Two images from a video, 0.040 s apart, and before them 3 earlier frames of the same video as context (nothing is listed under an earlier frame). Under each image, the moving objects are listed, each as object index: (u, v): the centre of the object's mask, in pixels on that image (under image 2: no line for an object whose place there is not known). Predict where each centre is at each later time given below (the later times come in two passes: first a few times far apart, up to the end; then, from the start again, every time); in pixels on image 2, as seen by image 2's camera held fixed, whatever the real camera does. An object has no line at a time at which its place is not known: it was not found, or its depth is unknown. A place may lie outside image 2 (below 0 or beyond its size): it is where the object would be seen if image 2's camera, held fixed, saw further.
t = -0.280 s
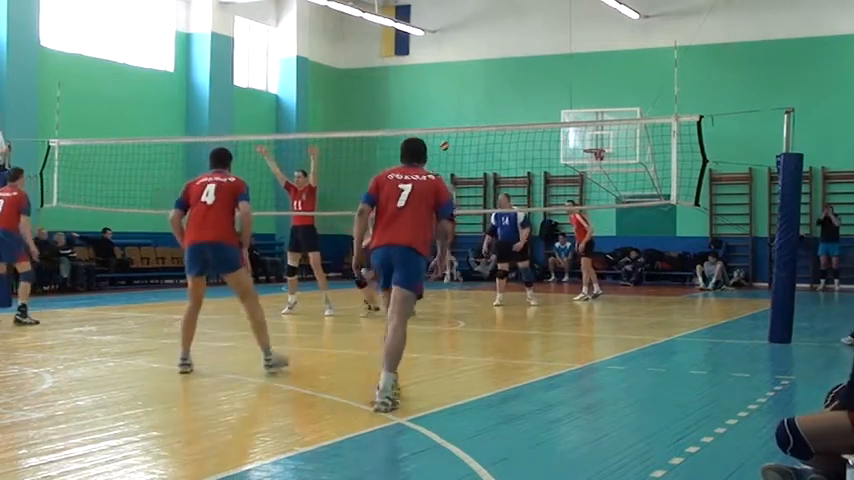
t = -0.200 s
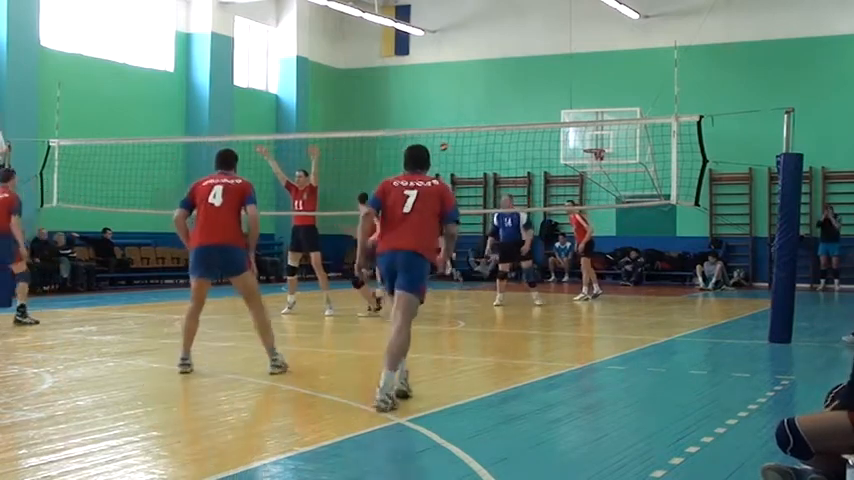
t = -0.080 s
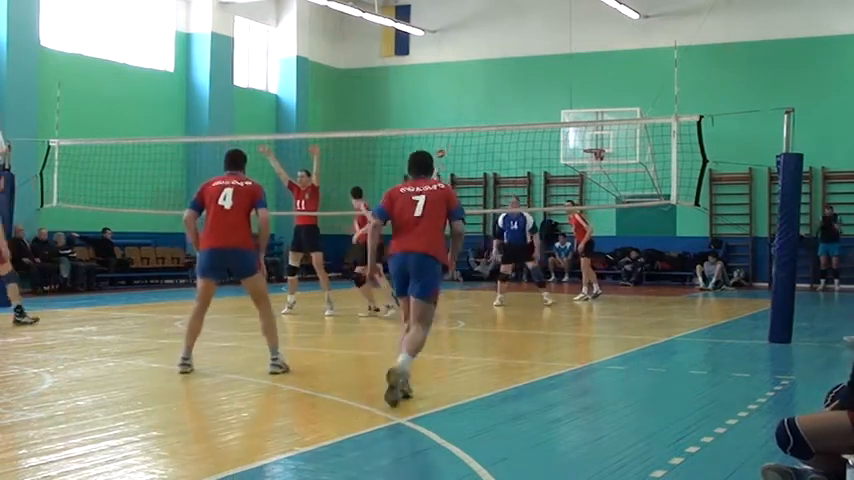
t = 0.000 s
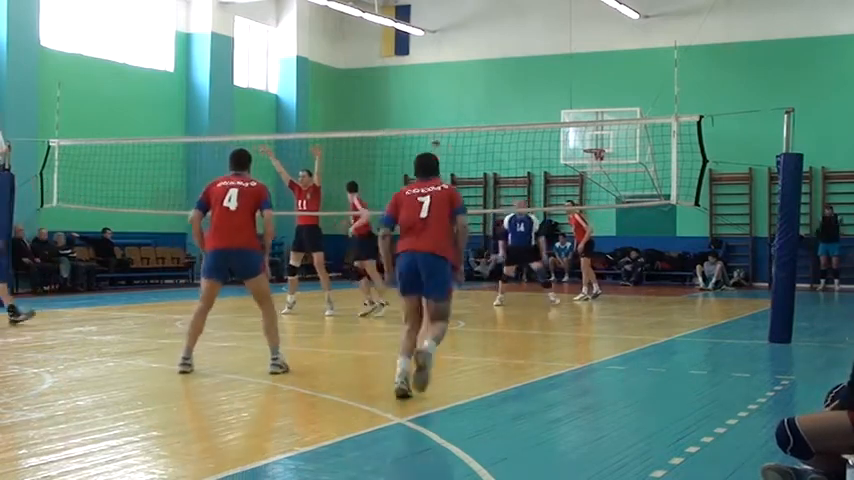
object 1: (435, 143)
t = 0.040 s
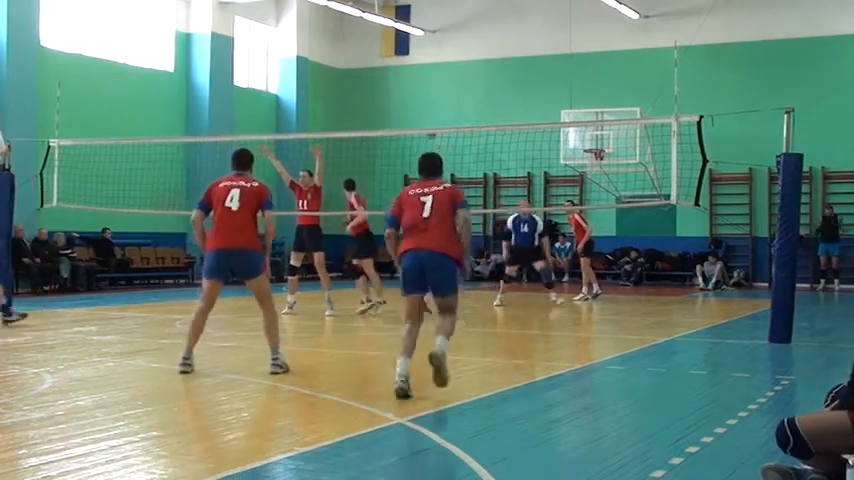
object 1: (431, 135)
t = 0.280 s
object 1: (399, 85)
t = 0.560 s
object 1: (347, 52)
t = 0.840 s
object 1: (275, 76)
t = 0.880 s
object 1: (262, 86)
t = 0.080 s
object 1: (427, 124)
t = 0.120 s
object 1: (422, 115)
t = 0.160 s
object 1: (417, 106)
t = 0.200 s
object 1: (412, 99)
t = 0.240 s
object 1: (406, 92)
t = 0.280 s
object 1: (399, 85)
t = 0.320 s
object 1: (392, 77)
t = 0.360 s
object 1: (385, 71)
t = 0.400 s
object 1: (379, 65)
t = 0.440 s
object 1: (371, 60)
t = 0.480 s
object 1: (363, 57)
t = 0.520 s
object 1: (355, 54)
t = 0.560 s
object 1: (347, 52)
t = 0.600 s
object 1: (338, 53)
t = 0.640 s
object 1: (329, 54)
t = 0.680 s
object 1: (318, 54)
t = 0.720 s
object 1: (309, 57)
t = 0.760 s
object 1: (297, 62)
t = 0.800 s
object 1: (286, 69)
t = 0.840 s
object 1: (275, 76)
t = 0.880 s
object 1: (262, 86)
